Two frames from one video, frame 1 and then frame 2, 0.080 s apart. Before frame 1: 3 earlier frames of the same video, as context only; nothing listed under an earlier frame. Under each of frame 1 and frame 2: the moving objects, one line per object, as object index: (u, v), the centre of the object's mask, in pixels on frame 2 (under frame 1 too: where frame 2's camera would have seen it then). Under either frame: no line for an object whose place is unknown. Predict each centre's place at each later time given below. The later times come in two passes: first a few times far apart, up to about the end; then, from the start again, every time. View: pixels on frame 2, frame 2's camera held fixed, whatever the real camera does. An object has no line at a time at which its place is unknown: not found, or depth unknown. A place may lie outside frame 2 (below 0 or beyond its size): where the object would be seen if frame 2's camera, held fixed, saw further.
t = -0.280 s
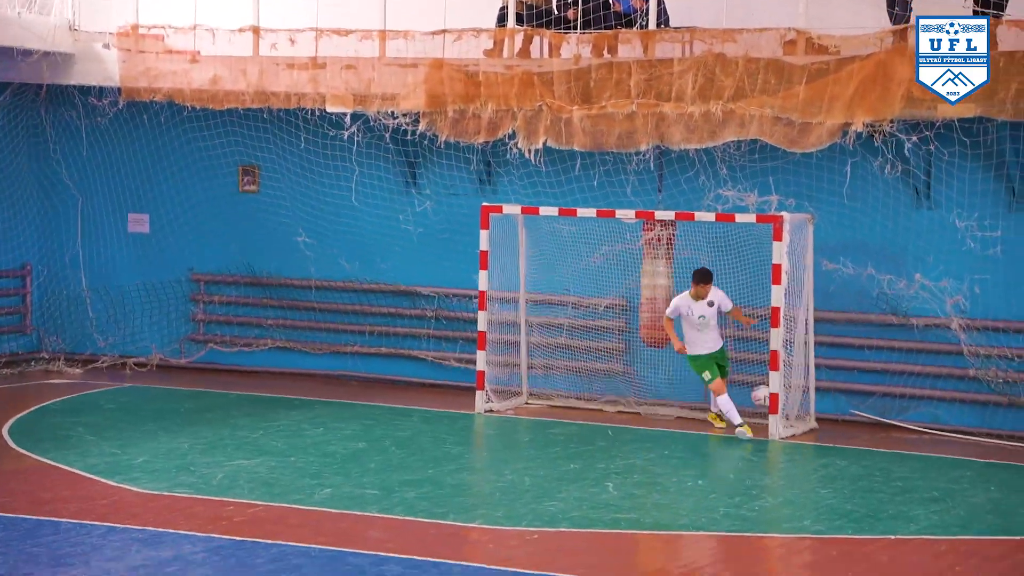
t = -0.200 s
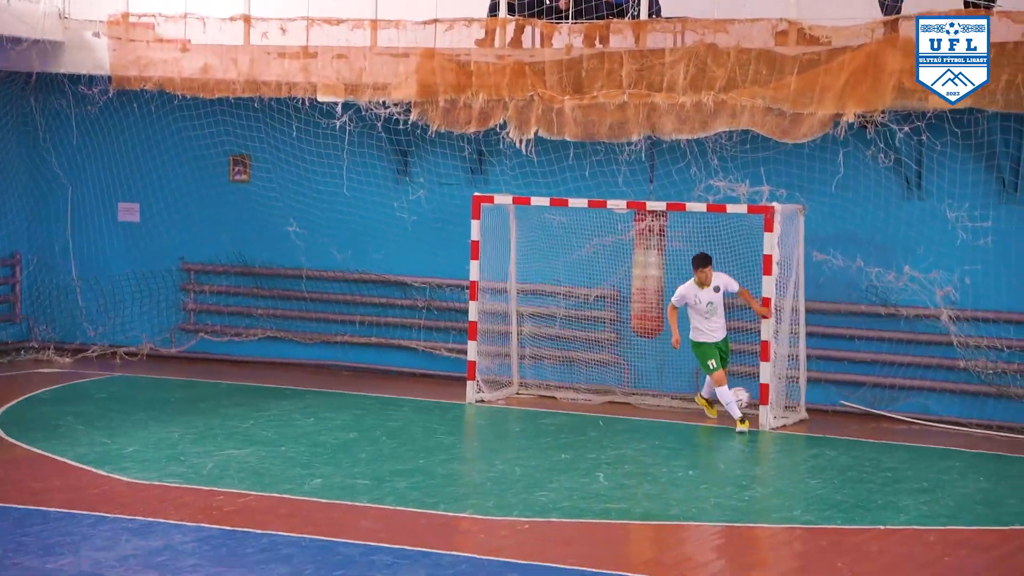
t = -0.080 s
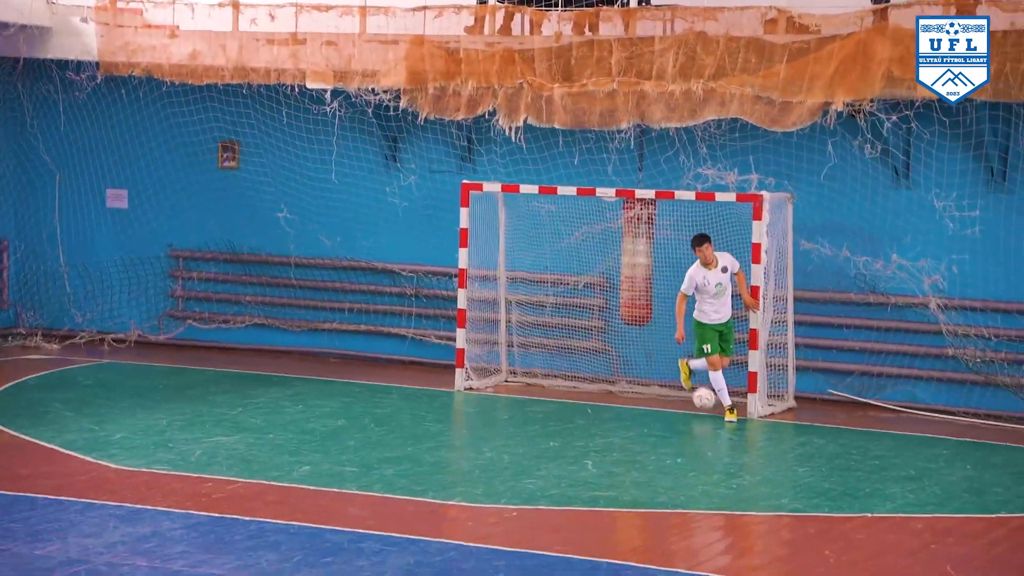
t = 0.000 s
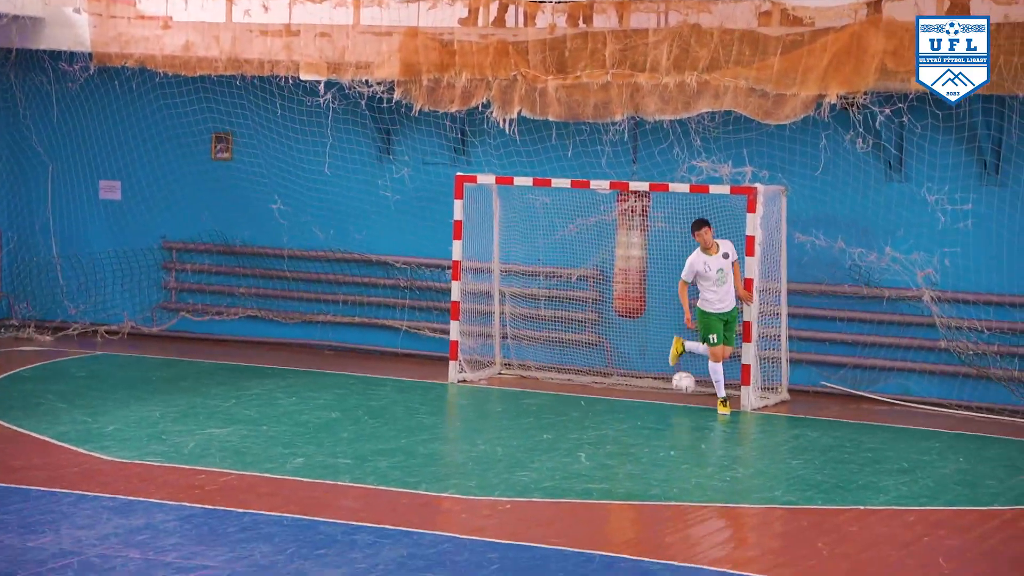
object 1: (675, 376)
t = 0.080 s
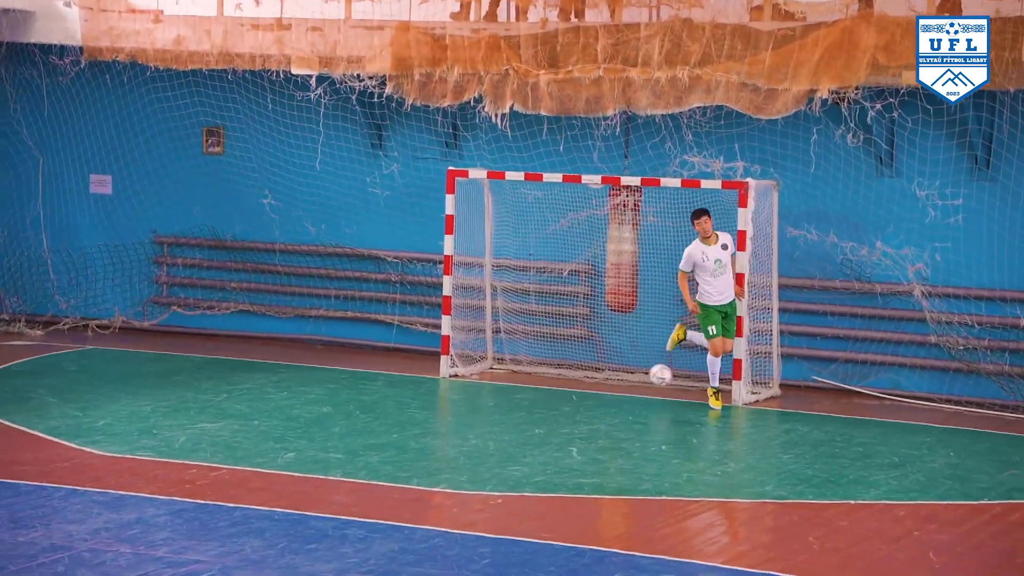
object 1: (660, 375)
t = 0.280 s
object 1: (624, 386)
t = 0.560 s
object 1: (576, 387)
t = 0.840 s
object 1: (528, 390)
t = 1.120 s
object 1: (483, 391)
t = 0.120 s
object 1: (653, 376)
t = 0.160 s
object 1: (645, 378)
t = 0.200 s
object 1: (638, 384)
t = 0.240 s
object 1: (631, 390)
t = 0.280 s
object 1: (624, 386)
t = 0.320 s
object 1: (617, 383)
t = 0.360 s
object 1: (611, 382)
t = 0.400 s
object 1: (604, 383)
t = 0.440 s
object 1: (597, 384)
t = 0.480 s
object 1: (590, 388)
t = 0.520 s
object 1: (583, 389)
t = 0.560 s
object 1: (576, 387)
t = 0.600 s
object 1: (569, 388)
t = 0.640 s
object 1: (563, 390)
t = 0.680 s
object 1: (556, 389)
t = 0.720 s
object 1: (549, 389)
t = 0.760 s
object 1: (542, 390)
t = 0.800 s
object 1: (536, 390)
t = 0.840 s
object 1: (528, 390)
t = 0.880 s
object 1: (522, 390)
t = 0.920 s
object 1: (514, 390)
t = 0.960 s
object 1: (508, 390)
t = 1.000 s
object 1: (502, 390)
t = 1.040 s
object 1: (496, 390)
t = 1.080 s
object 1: (489, 391)
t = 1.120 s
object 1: (483, 391)
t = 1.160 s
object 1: (476, 391)
